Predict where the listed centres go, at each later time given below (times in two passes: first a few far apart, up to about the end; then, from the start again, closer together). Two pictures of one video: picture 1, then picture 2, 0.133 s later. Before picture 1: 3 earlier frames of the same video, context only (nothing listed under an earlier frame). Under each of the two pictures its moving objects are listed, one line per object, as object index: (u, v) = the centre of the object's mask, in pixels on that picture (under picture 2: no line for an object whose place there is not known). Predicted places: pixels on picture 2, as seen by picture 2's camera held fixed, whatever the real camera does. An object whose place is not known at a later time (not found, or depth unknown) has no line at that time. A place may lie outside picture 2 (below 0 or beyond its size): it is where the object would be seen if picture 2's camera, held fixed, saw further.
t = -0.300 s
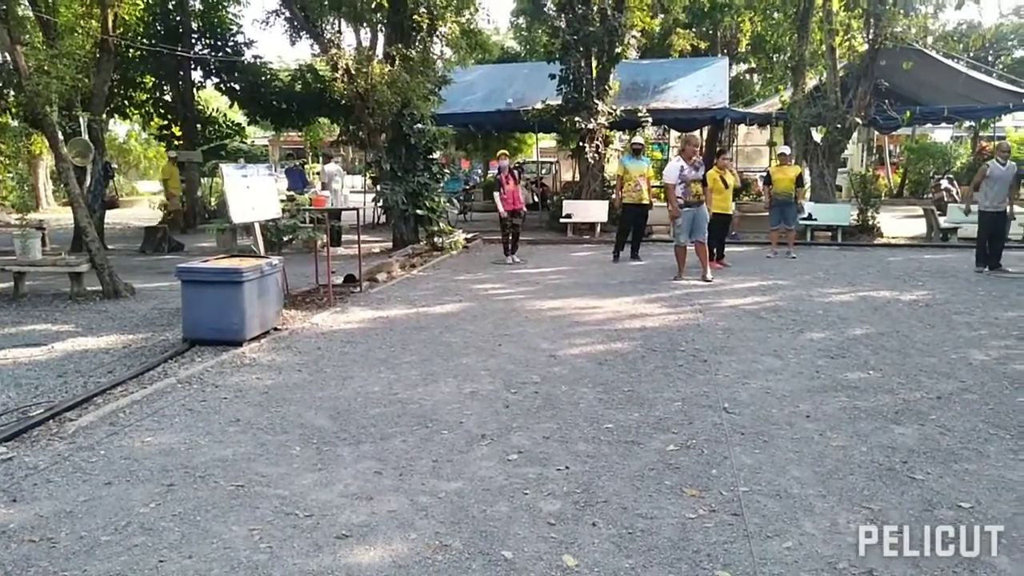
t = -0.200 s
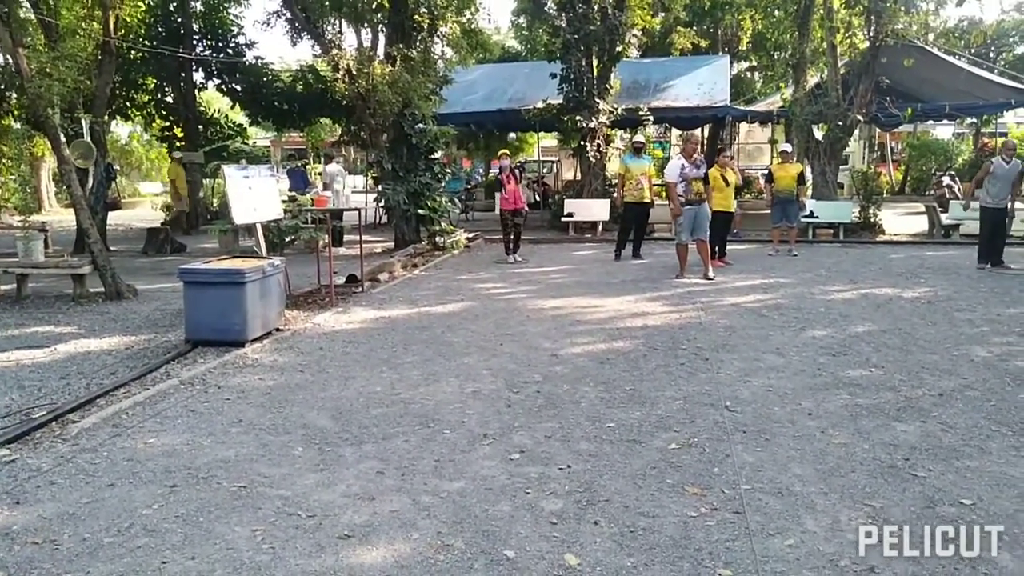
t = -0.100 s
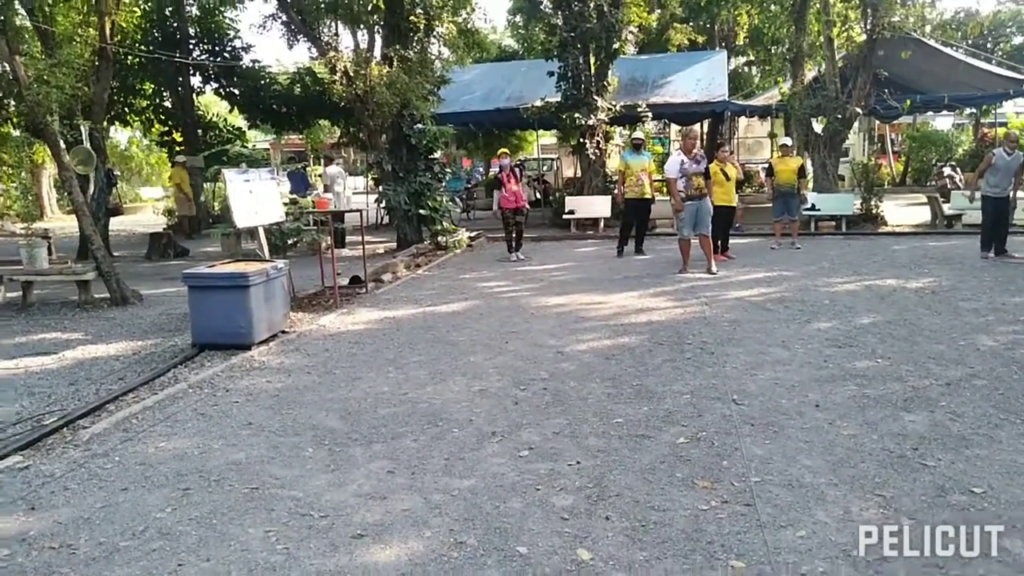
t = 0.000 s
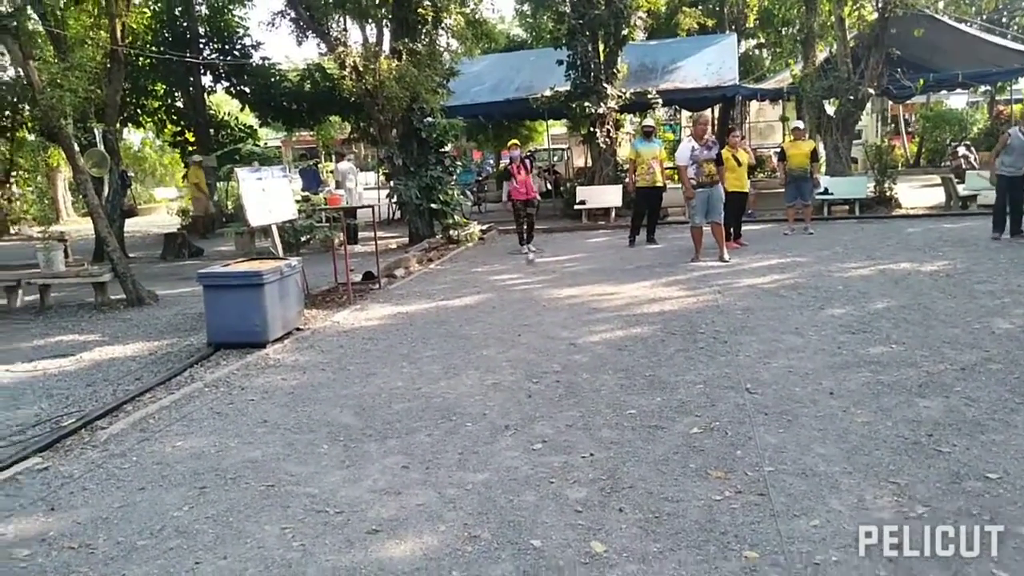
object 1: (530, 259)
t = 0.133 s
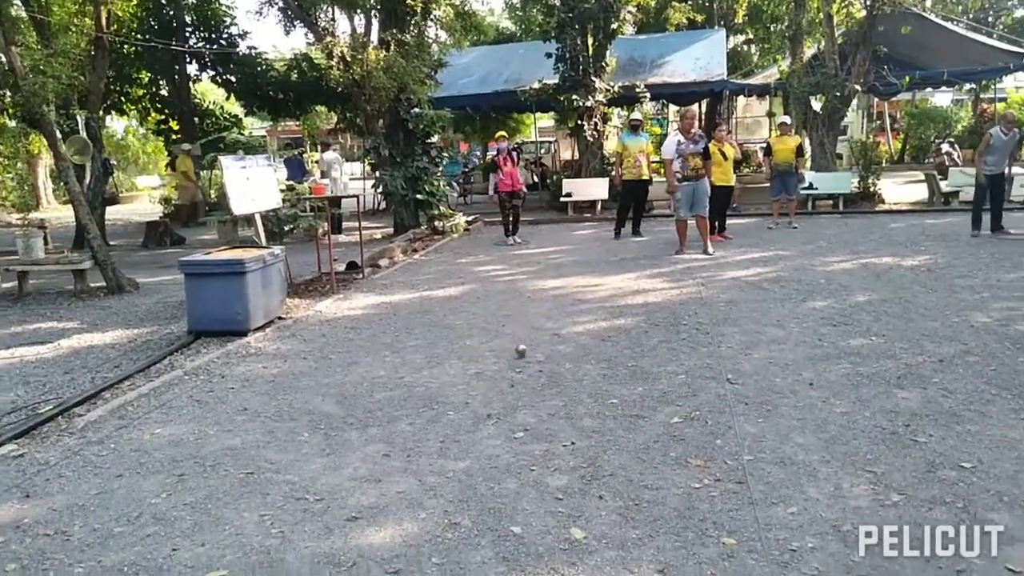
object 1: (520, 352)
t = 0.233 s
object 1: (523, 360)
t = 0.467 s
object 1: (527, 383)
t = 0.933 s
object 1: (521, 433)
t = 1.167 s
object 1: (516, 460)
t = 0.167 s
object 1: (521, 353)
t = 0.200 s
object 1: (522, 356)
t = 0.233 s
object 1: (523, 360)
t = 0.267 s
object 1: (523, 366)
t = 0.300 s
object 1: (524, 369)
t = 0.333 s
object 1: (525, 371)
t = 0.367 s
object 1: (526, 374)
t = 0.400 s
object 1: (526, 377)
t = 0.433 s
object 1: (527, 380)
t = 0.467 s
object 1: (527, 383)
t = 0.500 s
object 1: (527, 386)
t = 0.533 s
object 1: (527, 390)
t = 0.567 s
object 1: (527, 393)
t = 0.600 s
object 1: (527, 396)
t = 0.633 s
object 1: (526, 399)
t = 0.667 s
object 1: (526, 403)
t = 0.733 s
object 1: (525, 411)
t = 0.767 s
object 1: (524, 413)
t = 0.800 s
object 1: (524, 418)
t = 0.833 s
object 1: (523, 422)
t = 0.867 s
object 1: (522, 425)
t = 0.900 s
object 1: (522, 428)
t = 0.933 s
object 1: (521, 433)
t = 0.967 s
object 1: (521, 436)
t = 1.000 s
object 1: (520, 440)
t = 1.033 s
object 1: (519, 444)
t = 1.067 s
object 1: (518, 446)
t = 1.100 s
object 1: (518, 451)
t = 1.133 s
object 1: (517, 455)
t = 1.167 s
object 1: (516, 460)
